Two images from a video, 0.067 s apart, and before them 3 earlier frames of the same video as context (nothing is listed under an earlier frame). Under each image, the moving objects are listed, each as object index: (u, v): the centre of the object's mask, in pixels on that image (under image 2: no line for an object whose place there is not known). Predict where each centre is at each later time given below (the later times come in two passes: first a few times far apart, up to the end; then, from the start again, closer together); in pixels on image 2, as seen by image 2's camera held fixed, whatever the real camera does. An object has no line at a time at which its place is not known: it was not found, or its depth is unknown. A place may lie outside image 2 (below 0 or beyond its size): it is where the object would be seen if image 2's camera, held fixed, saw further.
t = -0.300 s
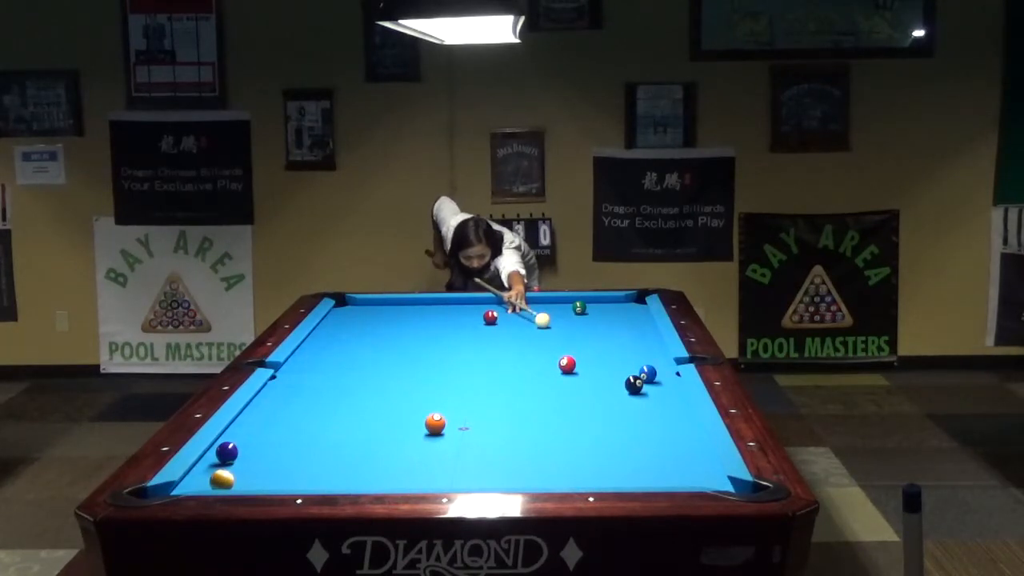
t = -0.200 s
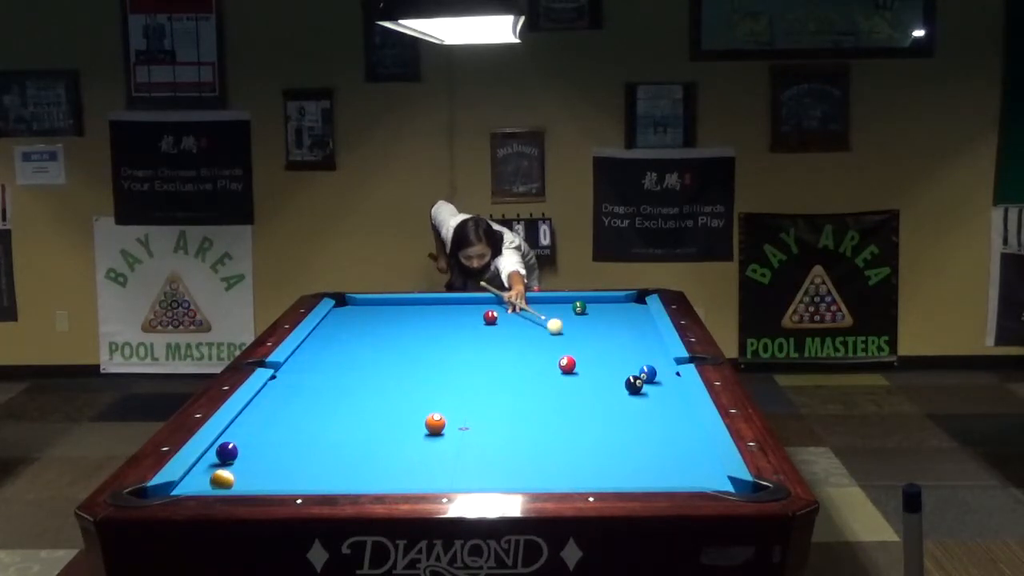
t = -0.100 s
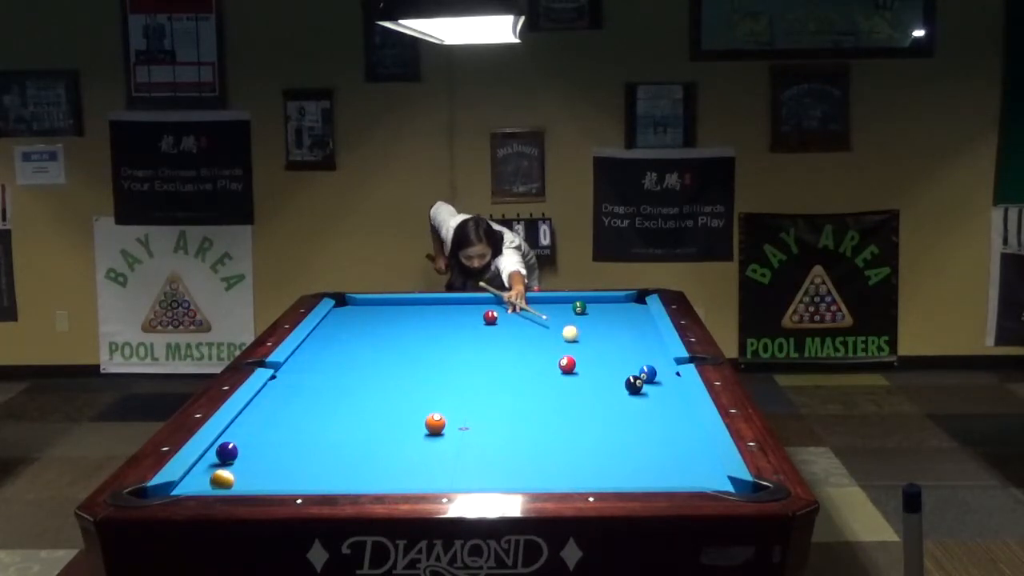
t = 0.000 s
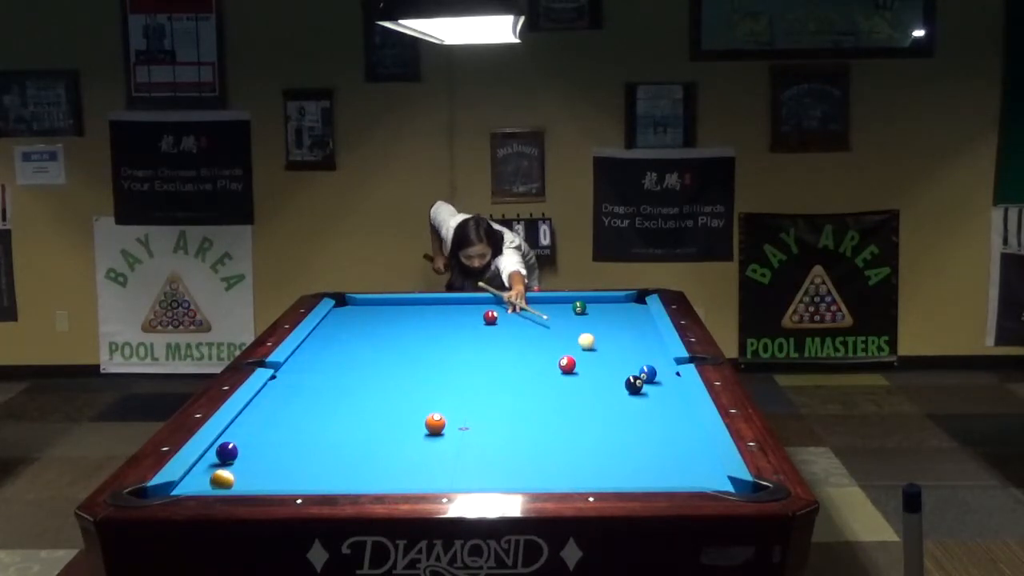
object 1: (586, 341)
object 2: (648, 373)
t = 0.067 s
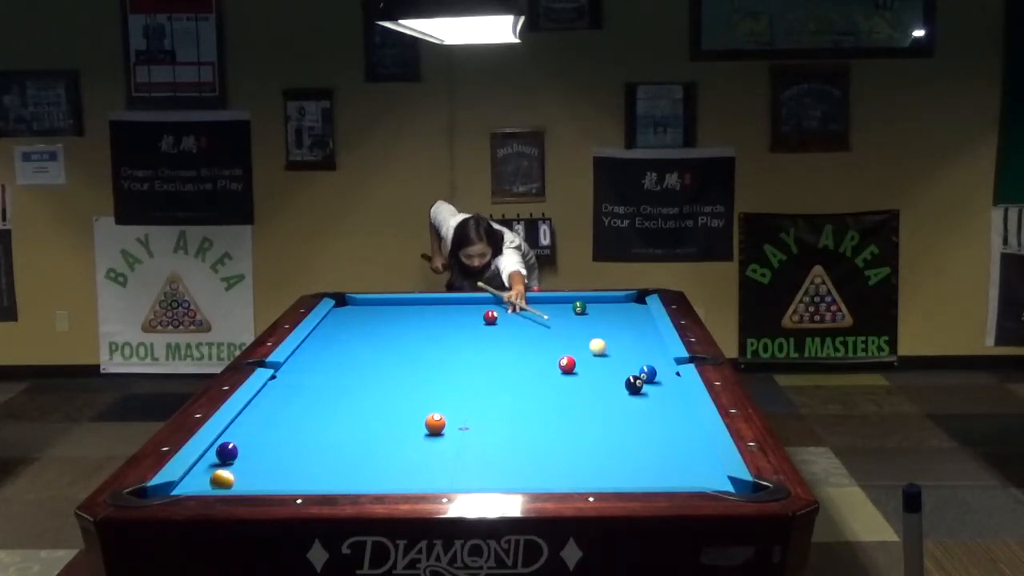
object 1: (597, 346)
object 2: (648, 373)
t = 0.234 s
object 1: (628, 361)
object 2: (648, 373)
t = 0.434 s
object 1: (660, 369)
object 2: (655, 384)
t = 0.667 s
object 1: (657, 373)
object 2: (667, 401)
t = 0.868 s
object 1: (645, 373)
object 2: (679, 416)
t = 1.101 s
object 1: (629, 373)
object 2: (693, 436)
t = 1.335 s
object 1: (616, 378)
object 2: (703, 457)
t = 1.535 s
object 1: (605, 379)
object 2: (706, 475)
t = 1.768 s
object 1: (594, 380)
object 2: (723, 483)
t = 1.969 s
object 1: (585, 382)
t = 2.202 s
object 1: (575, 383)
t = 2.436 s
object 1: (567, 384)
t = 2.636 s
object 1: (561, 385)
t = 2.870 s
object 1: (554, 386)
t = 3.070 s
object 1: (549, 386)
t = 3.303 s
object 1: (545, 386)
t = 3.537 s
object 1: (542, 387)
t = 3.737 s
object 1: (540, 387)
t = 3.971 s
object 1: (539, 386)
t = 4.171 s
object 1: (539, 386)
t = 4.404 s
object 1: (539, 386)
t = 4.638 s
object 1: (539, 386)
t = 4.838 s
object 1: (539, 386)
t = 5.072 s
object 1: (539, 386)
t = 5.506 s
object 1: (539, 386)
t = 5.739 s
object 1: (539, 386)
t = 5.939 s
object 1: (539, 386)
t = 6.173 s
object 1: (539, 386)
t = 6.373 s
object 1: (539, 386)
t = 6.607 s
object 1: (539, 386)
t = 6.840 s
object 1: (540, 386)
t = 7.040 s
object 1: (540, 387)
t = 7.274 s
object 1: (539, 386)
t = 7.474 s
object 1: (540, 387)
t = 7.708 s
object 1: (539, 386)
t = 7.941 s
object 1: (539, 386)
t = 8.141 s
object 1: (539, 386)
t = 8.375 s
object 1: (539, 387)
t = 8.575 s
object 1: (539, 386)
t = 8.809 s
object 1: (539, 386)
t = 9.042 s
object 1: (539, 386)
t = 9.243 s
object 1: (539, 386)
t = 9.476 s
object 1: (539, 386)
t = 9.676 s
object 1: (539, 386)
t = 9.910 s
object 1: (539, 386)
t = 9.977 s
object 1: (539, 386)
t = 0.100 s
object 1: (603, 349)
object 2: (648, 373)
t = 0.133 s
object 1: (609, 352)
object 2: (648, 373)
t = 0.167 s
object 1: (615, 355)
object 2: (648, 373)
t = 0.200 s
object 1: (621, 358)
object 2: (648, 373)
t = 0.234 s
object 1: (628, 361)
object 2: (648, 373)
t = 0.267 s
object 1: (633, 363)
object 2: (648, 373)
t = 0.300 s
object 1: (638, 364)
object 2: (648, 373)
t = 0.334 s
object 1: (644, 364)
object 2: (649, 374)
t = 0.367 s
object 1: (650, 366)
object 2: (651, 378)
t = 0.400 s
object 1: (655, 367)
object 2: (653, 381)
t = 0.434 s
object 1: (660, 369)
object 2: (655, 384)
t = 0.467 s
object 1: (664, 370)
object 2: (657, 386)
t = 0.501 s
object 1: (669, 371)
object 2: (659, 389)
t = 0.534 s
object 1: (666, 371)
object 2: (660, 391)
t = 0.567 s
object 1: (664, 372)
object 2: (662, 394)
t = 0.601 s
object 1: (662, 372)
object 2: (664, 396)
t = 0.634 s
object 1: (660, 372)
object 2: (666, 399)
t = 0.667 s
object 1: (657, 373)
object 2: (667, 401)
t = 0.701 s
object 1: (655, 373)
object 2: (669, 403)
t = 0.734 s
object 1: (653, 373)
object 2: (671, 406)
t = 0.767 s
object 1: (650, 373)
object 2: (673, 408)
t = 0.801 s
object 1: (649, 373)
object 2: (675, 411)
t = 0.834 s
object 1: (646, 373)
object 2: (677, 414)
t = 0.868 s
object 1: (645, 373)
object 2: (679, 416)
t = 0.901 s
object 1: (643, 373)
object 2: (681, 419)
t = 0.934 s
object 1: (641, 373)
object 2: (683, 422)
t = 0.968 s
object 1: (639, 372)
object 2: (685, 425)
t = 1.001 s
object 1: (637, 372)
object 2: (687, 428)
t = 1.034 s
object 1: (634, 372)
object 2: (689, 430)
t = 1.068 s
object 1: (631, 372)
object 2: (691, 433)
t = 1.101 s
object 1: (629, 373)
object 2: (693, 436)
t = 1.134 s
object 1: (626, 374)
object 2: (695, 439)
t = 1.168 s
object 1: (624, 375)
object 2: (697, 442)
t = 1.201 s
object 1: (623, 375)
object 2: (700, 445)
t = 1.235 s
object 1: (621, 376)
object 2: (701, 448)
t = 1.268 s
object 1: (619, 376)
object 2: (702, 451)
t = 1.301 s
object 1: (618, 377)
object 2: (702, 454)
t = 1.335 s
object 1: (616, 378)
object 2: (703, 457)
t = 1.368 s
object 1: (614, 378)
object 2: (703, 460)
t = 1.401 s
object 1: (612, 378)
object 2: (704, 463)
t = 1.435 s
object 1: (611, 379)
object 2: (704, 466)
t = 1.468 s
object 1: (609, 379)
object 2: (705, 469)
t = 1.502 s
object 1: (607, 379)
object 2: (706, 473)
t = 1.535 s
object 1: (605, 379)
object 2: (706, 475)
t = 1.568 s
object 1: (603, 379)
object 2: (707, 477)
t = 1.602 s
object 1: (602, 380)
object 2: (708, 479)
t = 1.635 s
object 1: (600, 380)
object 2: (709, 481)
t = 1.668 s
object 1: (598, 380)
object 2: (710, 482)
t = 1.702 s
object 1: (597, 380)
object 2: (714, 483)
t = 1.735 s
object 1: (595, 380)
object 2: (719, 483)
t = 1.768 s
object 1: (594, 380)
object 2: (723, 483)
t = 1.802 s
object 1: (592, 381)
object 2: (728, 484)
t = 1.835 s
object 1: (591, 381)
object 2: (732, 485)
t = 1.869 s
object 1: (589, 381)
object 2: (738, 487)
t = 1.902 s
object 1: (587, 381)
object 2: (741, 488)
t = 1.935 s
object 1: (586, 382)
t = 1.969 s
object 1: (585, 382)
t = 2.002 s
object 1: (583, 382)
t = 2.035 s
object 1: (582, 382)
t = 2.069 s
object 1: (581, 382)
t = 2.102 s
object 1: (579, 382)
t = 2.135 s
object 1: (578, 383)
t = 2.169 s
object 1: (576, 383)
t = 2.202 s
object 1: (575, 383)
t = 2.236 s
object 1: (574, 383)
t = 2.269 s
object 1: (573, 383)
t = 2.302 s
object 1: (571, 384)
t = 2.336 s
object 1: (570, 384)
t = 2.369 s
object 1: (569, 384)
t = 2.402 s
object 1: (568, 384)
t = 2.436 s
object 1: (567, 384)
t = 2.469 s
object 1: (566, 384)
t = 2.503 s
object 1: (565, 384)
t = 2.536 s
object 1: (563, 385)
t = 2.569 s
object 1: (562, 385)
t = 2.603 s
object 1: (561, 384)
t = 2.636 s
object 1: (561, 385)
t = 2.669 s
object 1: (559, 385)
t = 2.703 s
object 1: (559, 385)
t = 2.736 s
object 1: (557, 385)
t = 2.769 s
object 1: (557, 385)
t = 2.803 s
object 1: (556, 385)
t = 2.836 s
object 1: (555, 385)
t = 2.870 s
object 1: (554, 386)
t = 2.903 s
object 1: (553, 386)
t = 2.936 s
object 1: (552, 386)
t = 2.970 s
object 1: (552, 386)
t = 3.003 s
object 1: (551, 386)
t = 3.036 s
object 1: (550, 386)
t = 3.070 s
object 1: (549, 386)
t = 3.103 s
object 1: (549, 386)
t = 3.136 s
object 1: (548, 386)
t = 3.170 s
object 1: (547, 386)
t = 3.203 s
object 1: (547, 386)
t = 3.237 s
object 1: (546, 386)
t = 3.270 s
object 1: (546, 386)
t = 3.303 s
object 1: (545, 386)
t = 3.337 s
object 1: (544, 386)
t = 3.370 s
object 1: (544, 386)
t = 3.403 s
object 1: (543, 386)
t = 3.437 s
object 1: (543, 386)
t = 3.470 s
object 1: (543, 387)
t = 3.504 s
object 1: (542, 386)
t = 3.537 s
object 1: (542, 387)
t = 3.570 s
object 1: (541, 387)
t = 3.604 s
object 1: (541, 386)
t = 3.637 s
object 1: (541, 387)
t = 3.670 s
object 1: (540, 387)
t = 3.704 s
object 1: (540, 387)
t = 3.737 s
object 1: (540, 387)
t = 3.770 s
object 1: (540, 387)
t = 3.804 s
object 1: (540, 386)
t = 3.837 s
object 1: (540, 386)
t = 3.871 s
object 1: (540, 386)
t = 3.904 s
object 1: (539, 386)
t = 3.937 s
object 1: (539, 386)
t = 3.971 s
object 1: (539, 386)
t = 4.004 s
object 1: (539, 386)
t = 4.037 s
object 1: (539, 386)
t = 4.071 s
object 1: (539, 386)
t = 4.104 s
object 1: (539, 386)
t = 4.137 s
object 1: (539, 386)
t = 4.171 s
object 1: (539, 386)
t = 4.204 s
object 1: (539, 386)
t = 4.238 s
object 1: (539, 386)
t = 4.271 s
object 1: (539, 386)
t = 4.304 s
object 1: (539, 386)
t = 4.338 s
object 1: (539, 386)
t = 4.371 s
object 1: (539, 386)
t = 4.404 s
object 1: (539, 386)
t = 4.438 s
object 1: (539, 386)
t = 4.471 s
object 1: (539, 386)
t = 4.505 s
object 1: (539, 386)
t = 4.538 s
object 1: (539, 386)
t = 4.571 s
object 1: (539, 386)
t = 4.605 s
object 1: (539, 386)
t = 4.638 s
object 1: (539, 386)
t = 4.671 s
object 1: (539, 386)
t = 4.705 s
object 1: (539, 386)
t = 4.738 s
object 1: (539, 386)
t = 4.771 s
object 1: (539, 386)
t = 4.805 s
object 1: (539, 386)
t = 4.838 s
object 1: (539, 386)
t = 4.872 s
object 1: (539, 386)
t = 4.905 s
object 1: (539, 386)
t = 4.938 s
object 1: (539, 386)
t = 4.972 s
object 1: (539, 386)
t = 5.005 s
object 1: (539, 386)
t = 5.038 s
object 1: (539, 386)
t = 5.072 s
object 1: (539, 386)
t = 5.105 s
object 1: (539, 386)
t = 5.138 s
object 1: (539, 386)
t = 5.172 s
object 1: (542, 387)
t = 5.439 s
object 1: (539, 385)
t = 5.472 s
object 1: (540, 386)
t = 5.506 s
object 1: (539, 386)
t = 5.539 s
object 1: (540, 386)
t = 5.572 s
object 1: (539, 386)
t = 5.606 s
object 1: (540, 386)
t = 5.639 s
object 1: (539, 386)
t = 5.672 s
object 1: (539, 386)
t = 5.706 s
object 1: (539, 386)
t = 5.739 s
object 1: (539, 386)
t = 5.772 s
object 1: (539, 386)
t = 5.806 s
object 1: (539, 386)
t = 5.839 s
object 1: (539, 386)
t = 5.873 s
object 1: (539, 386)
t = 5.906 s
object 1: (539, 386)
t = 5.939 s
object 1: (539, 386)
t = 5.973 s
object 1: (539, 386)
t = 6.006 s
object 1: (540, 386)
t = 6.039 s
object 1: (540, 386)
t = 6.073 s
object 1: (539, 386)
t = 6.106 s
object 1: (539, 386)
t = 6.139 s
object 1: (539, 386)
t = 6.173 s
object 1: (539, 386)
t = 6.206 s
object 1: (540, 386)
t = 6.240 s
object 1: (540, 386)
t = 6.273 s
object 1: (540, 386)
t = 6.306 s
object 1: (539, 386)
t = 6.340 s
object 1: (540, 386)
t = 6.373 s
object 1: (539, 386)
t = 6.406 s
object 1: (539, 386)
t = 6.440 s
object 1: (540, 386)
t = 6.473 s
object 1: (540, 386)
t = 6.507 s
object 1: (540, 386)
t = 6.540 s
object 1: (540, 386)
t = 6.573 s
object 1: (540, 386)
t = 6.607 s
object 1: (539, 386)
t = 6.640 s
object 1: (540, 386)
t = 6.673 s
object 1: (539, 387)
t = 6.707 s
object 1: (540, 386)
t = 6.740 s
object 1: (540, 386)
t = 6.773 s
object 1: (540, 386)
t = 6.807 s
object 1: (540, 386)
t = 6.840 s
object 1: (540, 386)
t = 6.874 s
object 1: (540, 386)
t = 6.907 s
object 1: (539, 386)
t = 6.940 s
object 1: (540, 386)
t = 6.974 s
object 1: (540, 386)
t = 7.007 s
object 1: (540, 386)
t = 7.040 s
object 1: (540, 387)
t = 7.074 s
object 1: (540, 386)
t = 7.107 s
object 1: (539, 386)
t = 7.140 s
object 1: (540, 386)
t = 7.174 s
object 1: (540, 386)
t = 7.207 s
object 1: (540, 386)
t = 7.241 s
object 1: (540, 386)
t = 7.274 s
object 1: (539, 386)
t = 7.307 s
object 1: (539, 387)
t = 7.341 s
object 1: (540, 386)
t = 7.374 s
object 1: (539, 386)
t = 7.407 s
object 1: (540, 386)
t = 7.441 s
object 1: (539, 387)
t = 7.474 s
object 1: (540, 387)
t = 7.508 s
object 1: (540, 387)
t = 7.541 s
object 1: (539, 386)
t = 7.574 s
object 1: (539, 386)
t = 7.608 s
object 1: (540, 387)
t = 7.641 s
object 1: (540, 386)
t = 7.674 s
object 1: (539, 386)
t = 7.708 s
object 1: (539, 386)
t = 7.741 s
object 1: (539, 386)
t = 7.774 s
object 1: (539, 386)
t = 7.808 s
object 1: (539, 386)
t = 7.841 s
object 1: (539, 386)
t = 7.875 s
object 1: (539, 386)
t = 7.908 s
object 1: (539, 386)
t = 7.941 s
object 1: (539, 386)
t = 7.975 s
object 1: (539, 386)
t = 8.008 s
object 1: (539, 386)
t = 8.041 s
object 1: (539, 386)
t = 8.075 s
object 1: (539, 386)
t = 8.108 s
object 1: (539, 386)
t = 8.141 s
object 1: (539, 386)
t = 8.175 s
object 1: (539, 387)
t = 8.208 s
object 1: (539, 386)
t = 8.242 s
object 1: (539, 387)
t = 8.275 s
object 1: (539, 387)
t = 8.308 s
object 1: (539, 387)
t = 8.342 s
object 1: (539, 387)
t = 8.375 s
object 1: (539, 387)
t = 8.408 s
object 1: (539, 387)
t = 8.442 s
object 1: (539, 386)
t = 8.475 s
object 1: (539, 387)
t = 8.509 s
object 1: (539, 386)
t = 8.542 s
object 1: (539, 386)
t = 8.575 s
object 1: (539, 386)
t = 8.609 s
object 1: (539, 386)
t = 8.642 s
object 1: (539, 386)
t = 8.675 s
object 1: (539, 386)
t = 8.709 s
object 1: (539, 386)
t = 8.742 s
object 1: (539, 386)
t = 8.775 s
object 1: (539, 386)
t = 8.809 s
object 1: (539, 386)
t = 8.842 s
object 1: (539, 386)
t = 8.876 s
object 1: (539, 386)
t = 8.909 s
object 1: (539, 386)
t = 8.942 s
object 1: (539, 386)
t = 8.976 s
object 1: (539, 386)
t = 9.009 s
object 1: (539, 386)
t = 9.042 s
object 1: (539, 386)
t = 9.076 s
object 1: (539, 386)
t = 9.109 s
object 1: (539, 386)
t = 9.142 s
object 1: (539, 386)
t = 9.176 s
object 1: (539, 386)
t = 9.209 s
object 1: (539, 386)
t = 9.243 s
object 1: (539, 386)
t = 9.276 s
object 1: (539, 386)
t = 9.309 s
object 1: (539, 386)
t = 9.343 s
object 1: (539, 386)
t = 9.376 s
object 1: (539, 386)
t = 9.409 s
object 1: (539, 386)
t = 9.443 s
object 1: (539, 386)
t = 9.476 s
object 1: (539, 386)
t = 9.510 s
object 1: (539, 386)
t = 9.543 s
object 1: (539, 386)
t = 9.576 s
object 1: (539, 386)
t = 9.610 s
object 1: (539, 386)
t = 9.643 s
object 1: (539, 386)
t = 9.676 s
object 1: (539, 386)
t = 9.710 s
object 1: (539, 386)
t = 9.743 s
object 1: (539, 386)
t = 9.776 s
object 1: (539, 386)
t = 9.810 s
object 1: (539, 386)
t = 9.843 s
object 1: (539, 386)
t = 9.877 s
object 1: (539, 386)
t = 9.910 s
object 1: (539, 386)
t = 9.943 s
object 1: (539, 386)
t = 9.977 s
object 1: (539, 386)
